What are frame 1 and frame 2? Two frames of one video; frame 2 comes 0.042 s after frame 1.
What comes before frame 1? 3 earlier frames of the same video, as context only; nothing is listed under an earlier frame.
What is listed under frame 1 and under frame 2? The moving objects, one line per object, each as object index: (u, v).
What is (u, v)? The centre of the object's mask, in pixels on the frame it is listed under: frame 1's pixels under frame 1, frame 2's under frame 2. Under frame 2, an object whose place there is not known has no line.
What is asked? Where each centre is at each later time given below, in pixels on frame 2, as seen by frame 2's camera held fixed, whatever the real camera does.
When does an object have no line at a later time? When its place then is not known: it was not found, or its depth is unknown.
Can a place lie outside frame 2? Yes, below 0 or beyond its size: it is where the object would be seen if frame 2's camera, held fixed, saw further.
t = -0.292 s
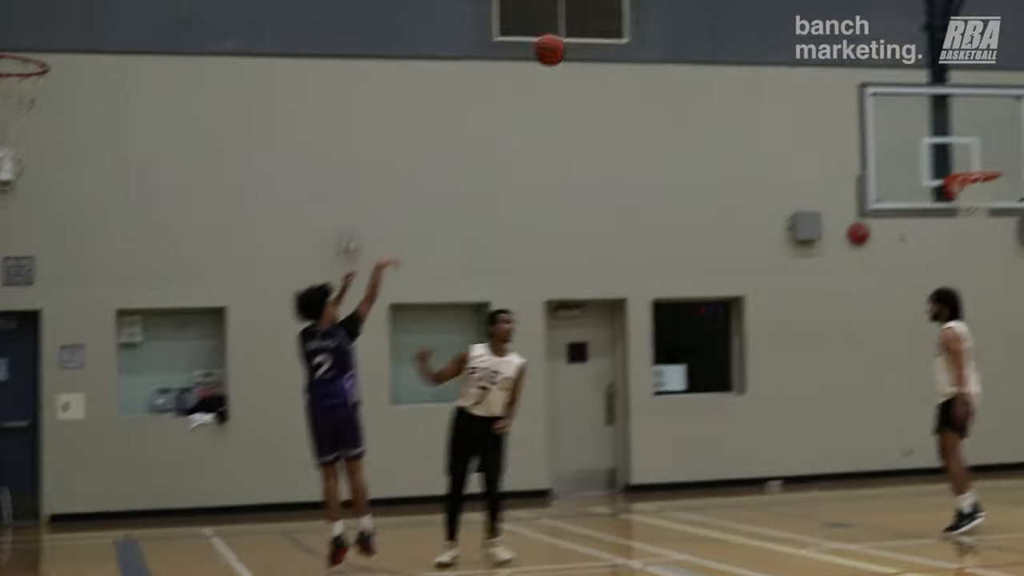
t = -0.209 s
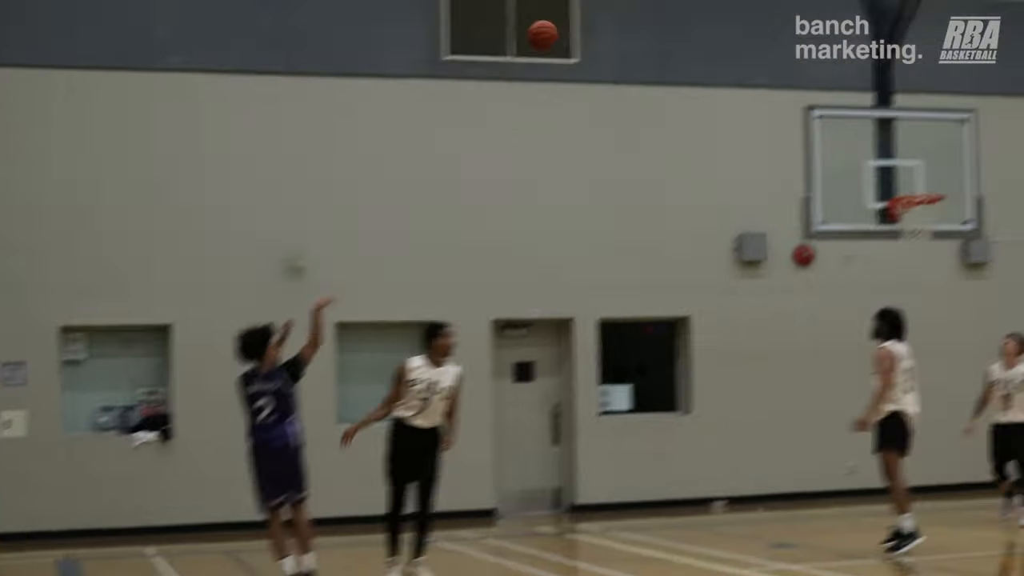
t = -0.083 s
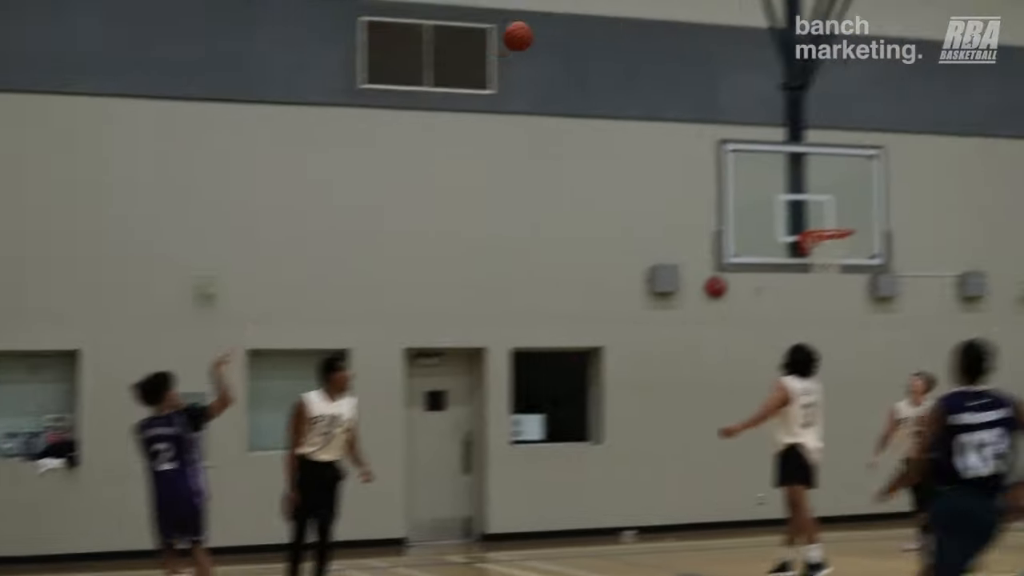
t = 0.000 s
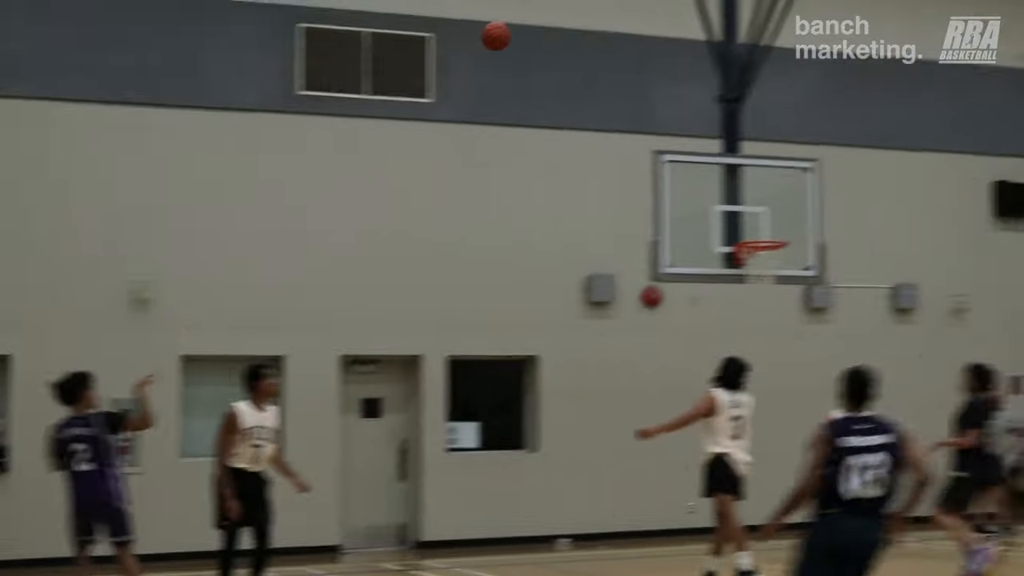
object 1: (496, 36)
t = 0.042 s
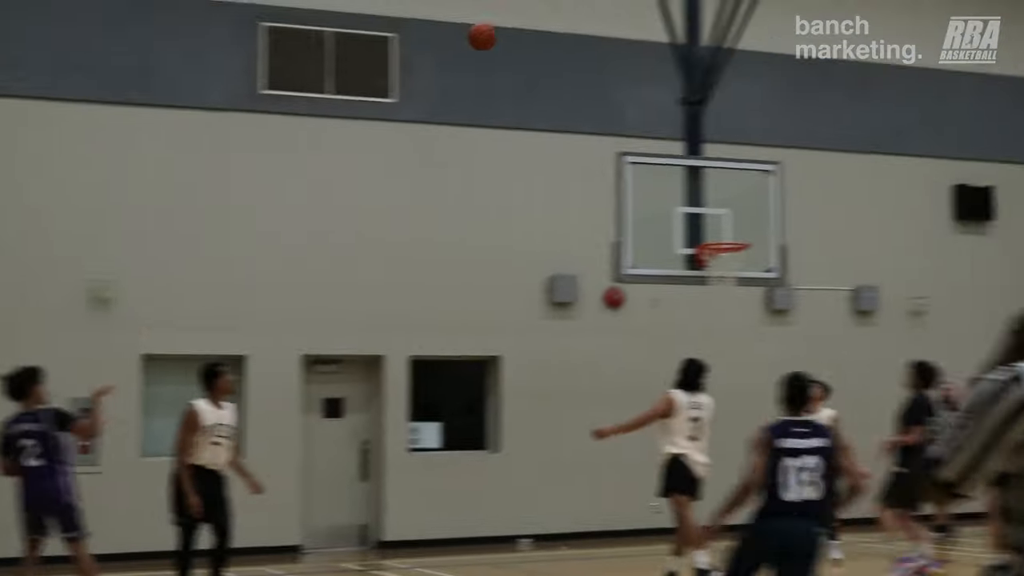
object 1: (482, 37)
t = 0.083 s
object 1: (497, 37)
